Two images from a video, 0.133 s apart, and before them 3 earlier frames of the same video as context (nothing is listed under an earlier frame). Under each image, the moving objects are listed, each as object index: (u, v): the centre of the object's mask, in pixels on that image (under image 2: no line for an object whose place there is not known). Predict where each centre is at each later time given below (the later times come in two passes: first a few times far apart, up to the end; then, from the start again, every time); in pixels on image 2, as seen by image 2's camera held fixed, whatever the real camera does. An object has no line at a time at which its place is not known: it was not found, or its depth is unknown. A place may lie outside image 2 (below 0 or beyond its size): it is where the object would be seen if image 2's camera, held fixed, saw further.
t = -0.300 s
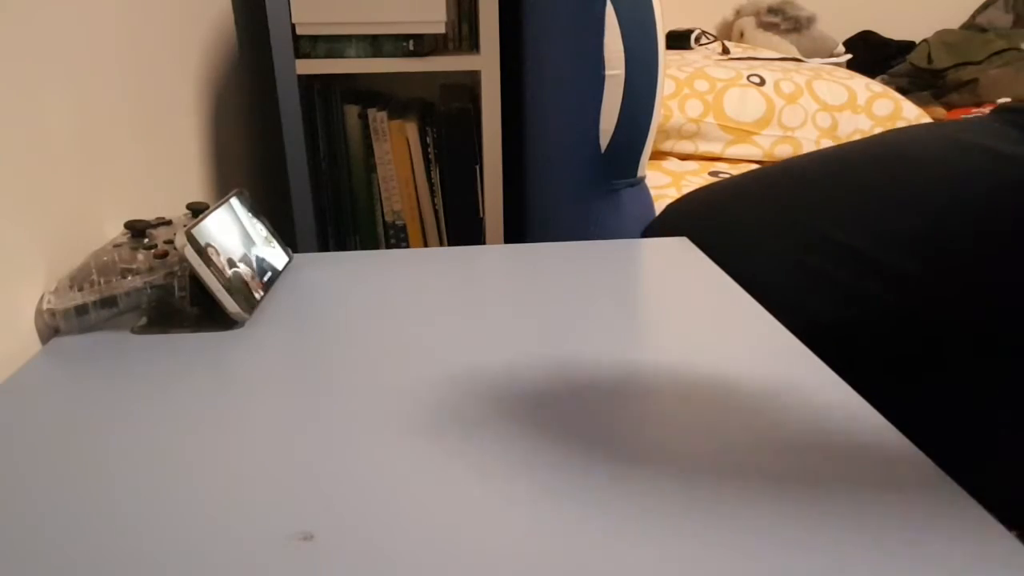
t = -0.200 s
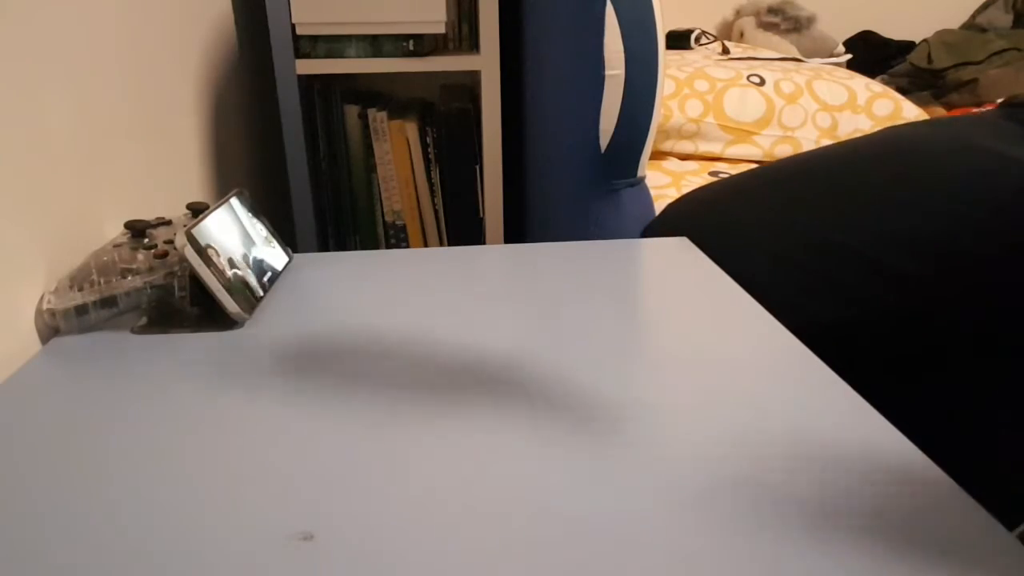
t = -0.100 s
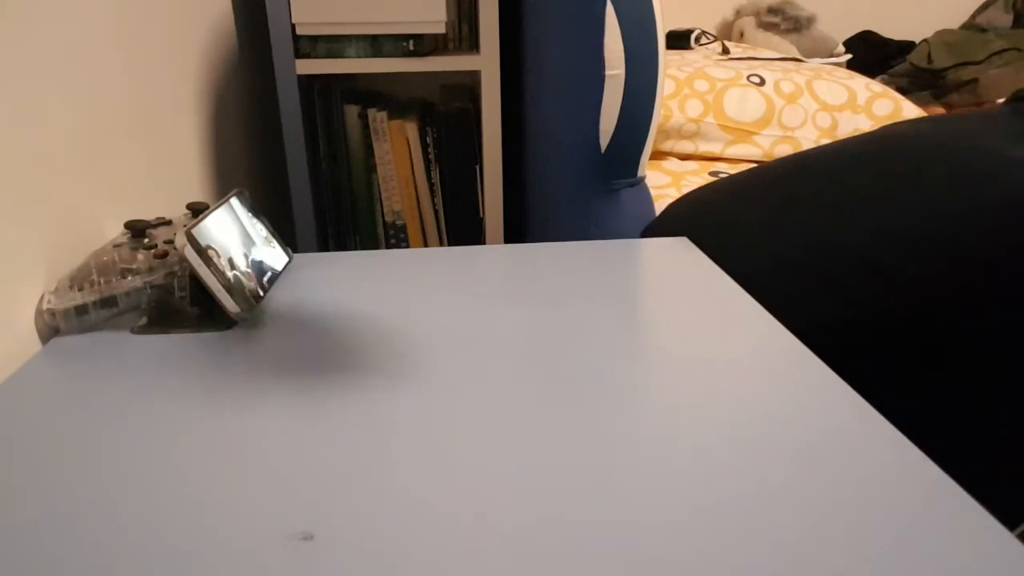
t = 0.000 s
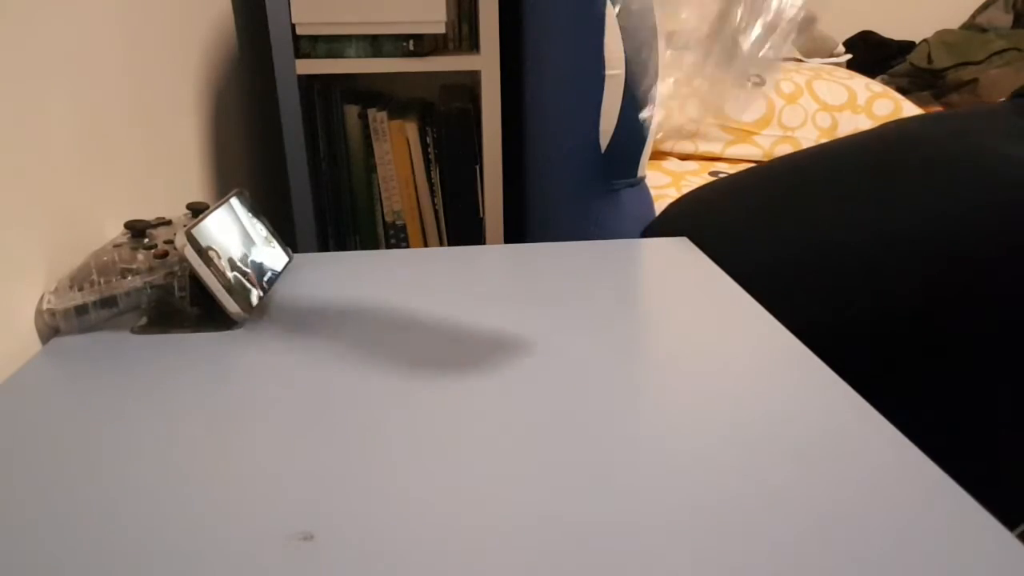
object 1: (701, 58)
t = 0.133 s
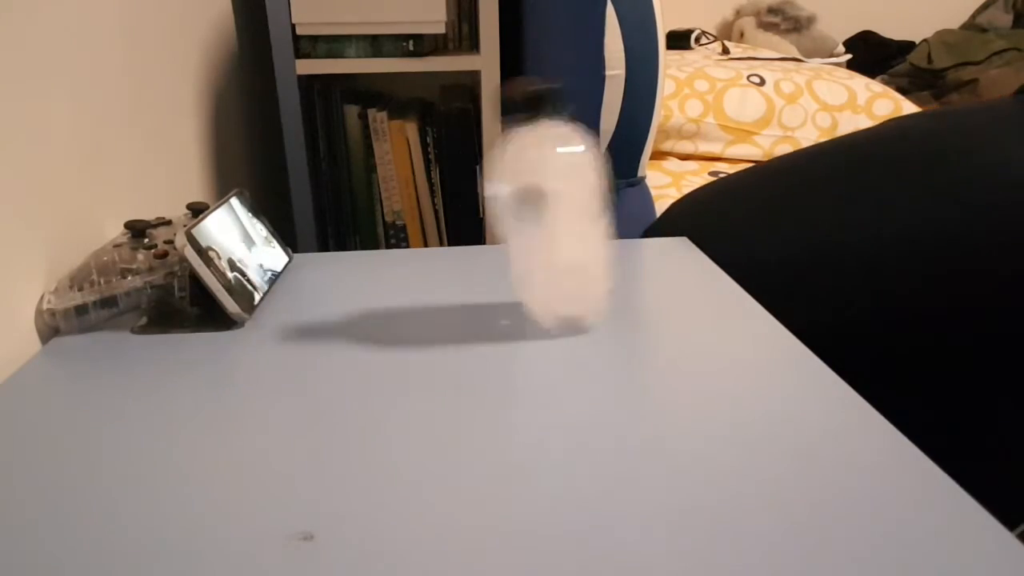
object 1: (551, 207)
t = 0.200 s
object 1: (511, 217)
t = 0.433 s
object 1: (411, 264)
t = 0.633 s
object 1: (370, 258)
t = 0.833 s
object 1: (367, 258)
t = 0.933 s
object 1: (366, 259)
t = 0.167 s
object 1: (528, 206)
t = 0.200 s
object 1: (511, 217)
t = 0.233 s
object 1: (478, 210)
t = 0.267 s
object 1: (454, 224)
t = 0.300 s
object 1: (434, 249)
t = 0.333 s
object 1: (428, 264)
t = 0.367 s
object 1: (419, 264)
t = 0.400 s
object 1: (421, 264)
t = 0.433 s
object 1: (411, 264)
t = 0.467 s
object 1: (405, 264)
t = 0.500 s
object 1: (399, 262)
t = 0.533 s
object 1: (393, 262)
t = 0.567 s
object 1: (386, 261)
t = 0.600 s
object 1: (377, 259)
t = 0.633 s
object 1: (370, 258)
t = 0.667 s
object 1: (366, 257)
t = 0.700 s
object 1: (367, 257)
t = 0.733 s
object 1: (365, 261)
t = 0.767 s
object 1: (367, 258)
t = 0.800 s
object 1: (368, 258)
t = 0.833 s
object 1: (367, 258)
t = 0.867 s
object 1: (363, 261)
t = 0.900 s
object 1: (366, 258)
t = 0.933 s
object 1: (366, 259)
